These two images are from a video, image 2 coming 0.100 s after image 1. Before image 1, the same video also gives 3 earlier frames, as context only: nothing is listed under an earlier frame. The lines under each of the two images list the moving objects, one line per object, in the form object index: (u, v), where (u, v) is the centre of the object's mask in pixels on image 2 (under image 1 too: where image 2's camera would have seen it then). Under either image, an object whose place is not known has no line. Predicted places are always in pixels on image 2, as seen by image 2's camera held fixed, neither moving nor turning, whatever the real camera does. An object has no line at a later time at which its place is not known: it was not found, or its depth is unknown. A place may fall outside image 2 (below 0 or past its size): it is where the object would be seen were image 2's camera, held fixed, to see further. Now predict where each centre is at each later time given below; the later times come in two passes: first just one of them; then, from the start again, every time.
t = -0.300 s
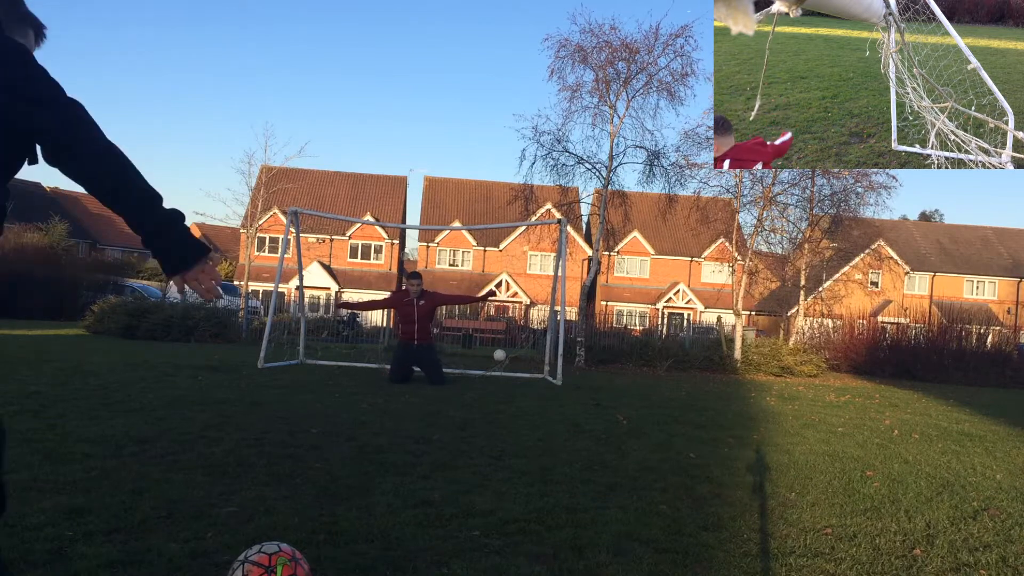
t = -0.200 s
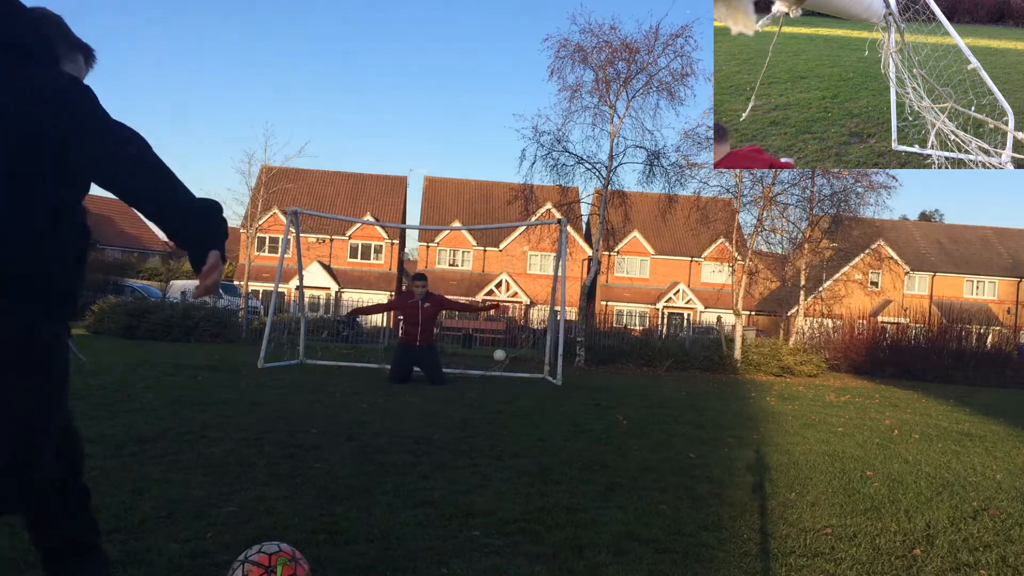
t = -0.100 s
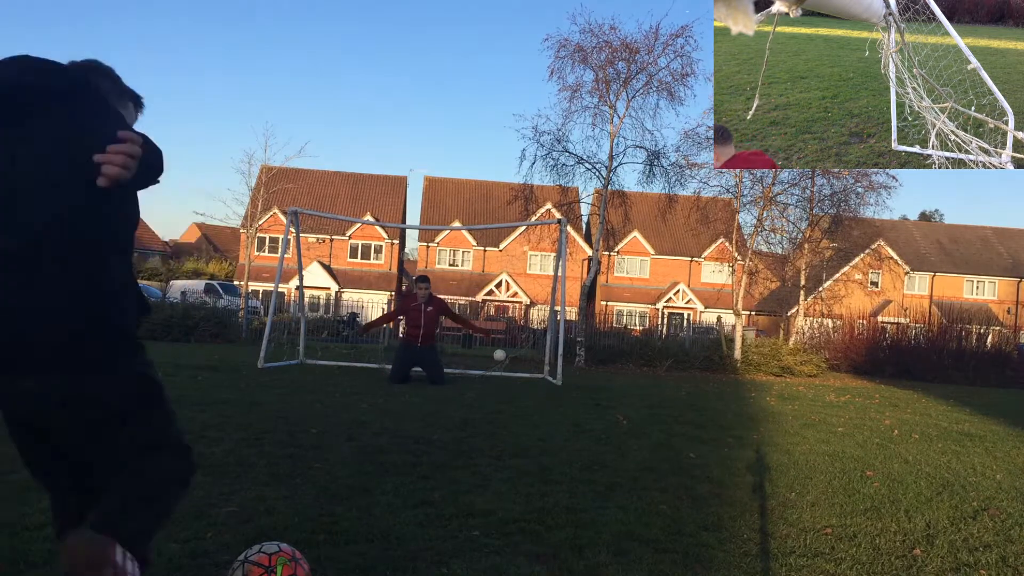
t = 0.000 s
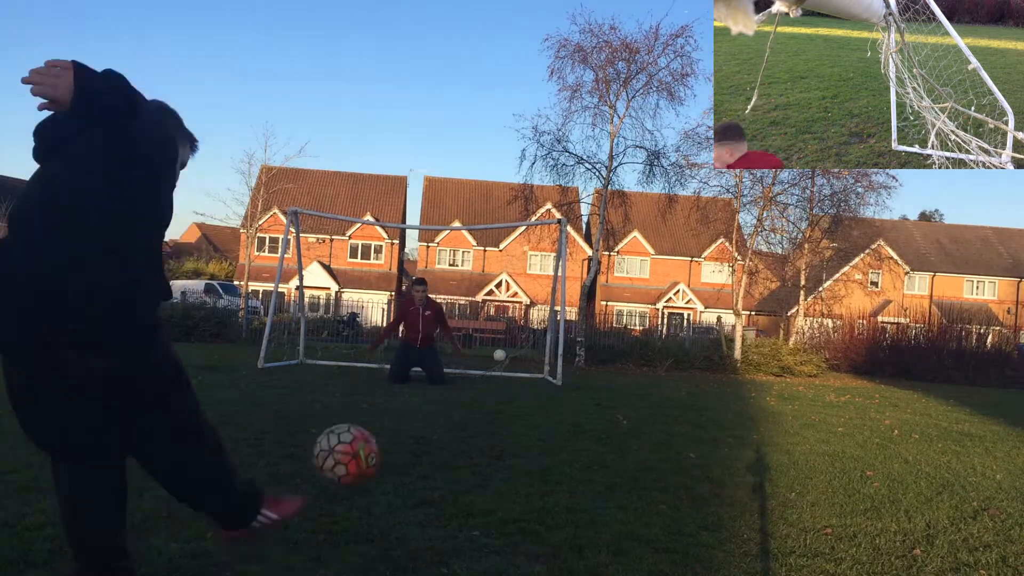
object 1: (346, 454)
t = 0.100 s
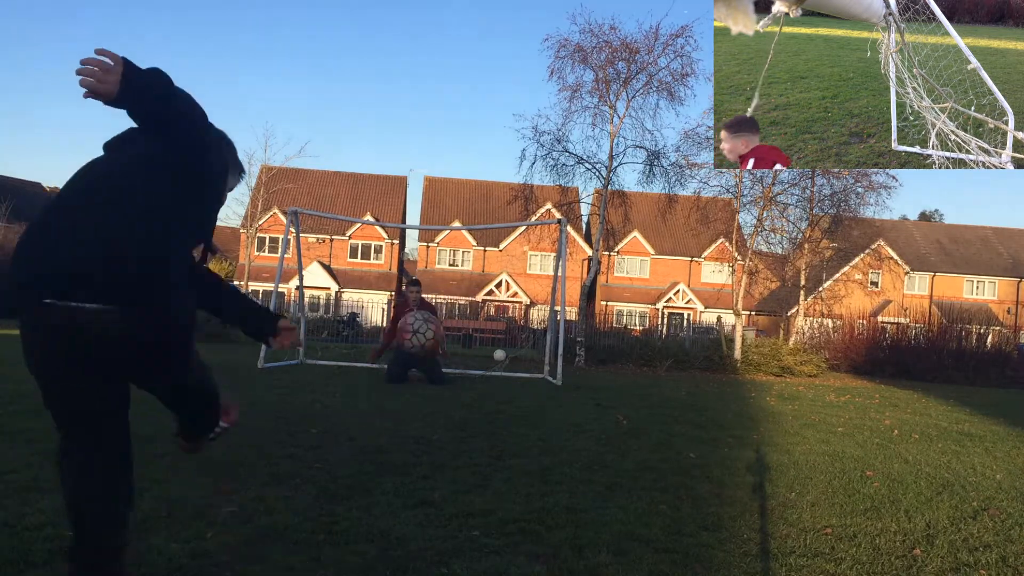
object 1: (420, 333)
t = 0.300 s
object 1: (481, 256)
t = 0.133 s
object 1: (436, 310)
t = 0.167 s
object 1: (448, 293)
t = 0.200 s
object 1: (458, 280)
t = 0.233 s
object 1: (467, 270)
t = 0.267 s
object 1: (475, 262)
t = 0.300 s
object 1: (481, 256)
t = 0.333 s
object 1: (486, 253)
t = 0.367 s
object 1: (490, 250)
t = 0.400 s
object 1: (495, 249)
